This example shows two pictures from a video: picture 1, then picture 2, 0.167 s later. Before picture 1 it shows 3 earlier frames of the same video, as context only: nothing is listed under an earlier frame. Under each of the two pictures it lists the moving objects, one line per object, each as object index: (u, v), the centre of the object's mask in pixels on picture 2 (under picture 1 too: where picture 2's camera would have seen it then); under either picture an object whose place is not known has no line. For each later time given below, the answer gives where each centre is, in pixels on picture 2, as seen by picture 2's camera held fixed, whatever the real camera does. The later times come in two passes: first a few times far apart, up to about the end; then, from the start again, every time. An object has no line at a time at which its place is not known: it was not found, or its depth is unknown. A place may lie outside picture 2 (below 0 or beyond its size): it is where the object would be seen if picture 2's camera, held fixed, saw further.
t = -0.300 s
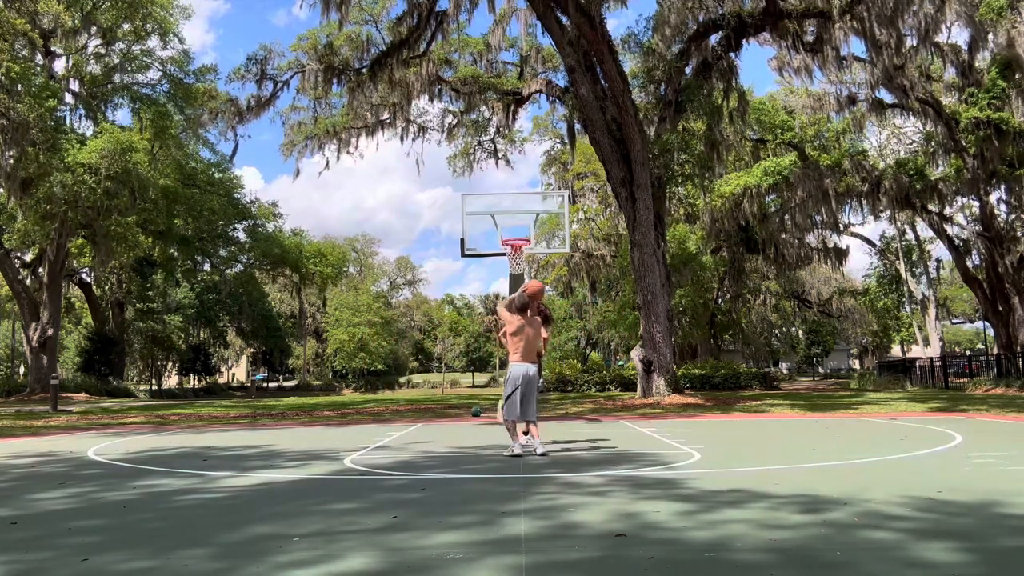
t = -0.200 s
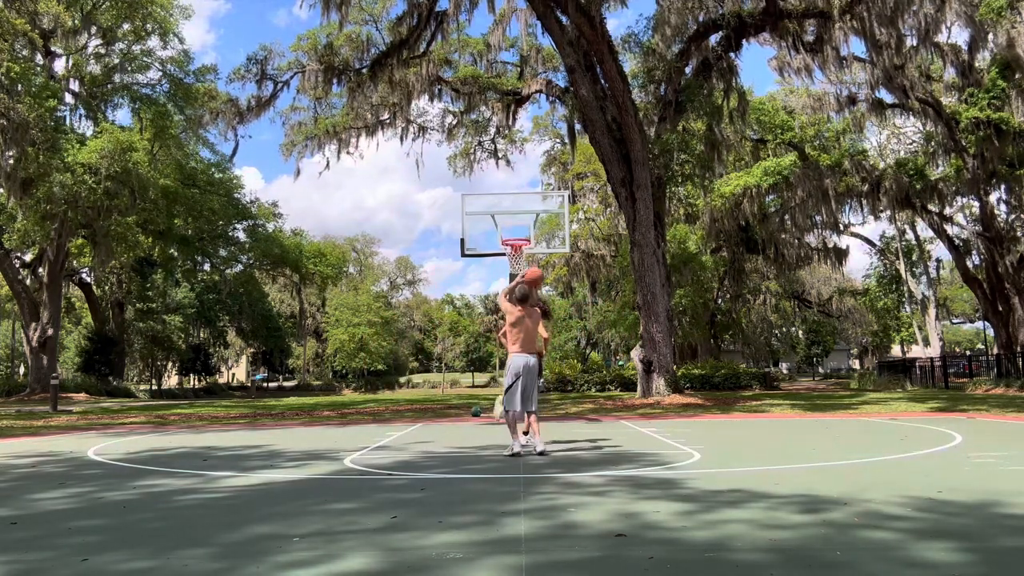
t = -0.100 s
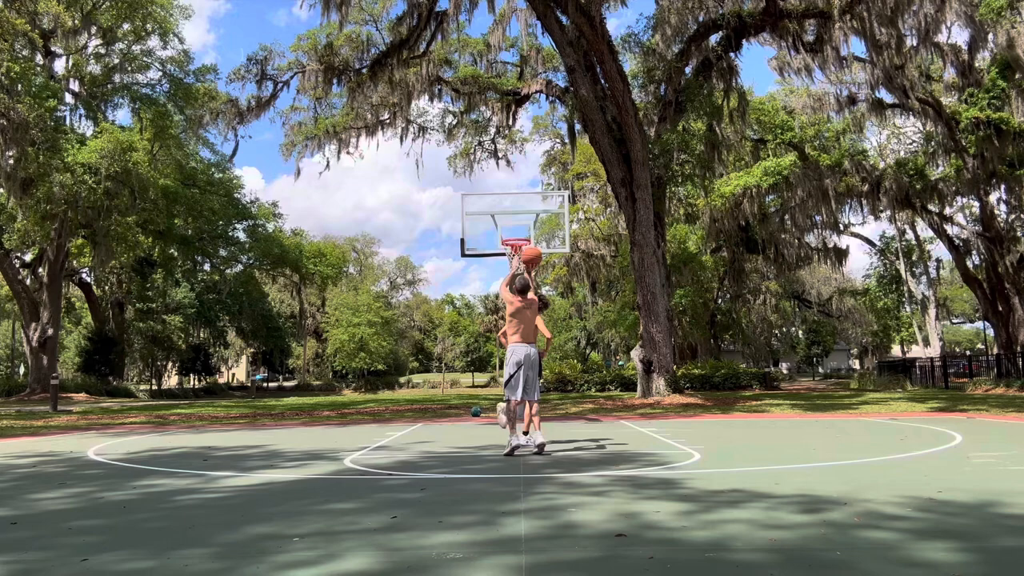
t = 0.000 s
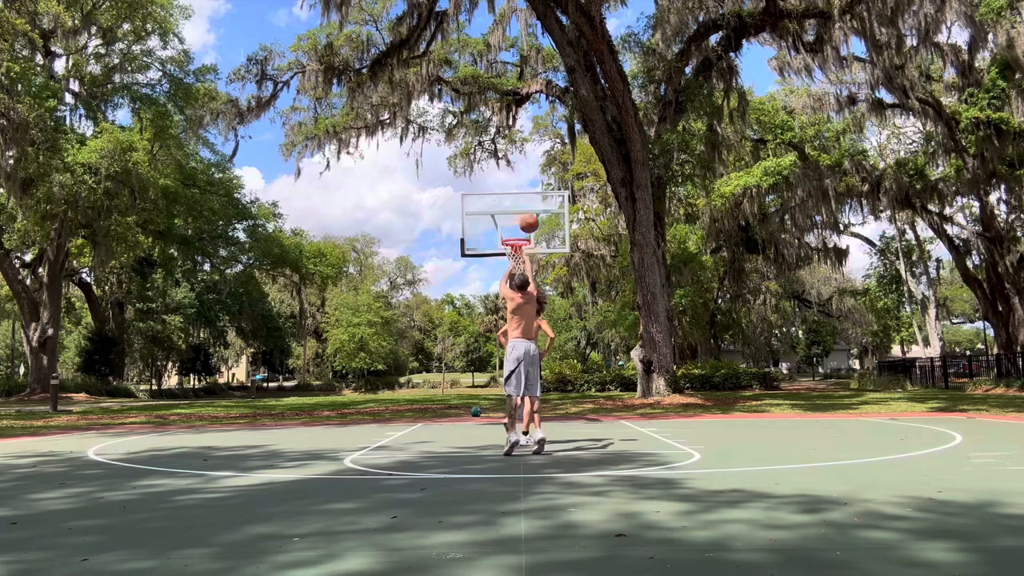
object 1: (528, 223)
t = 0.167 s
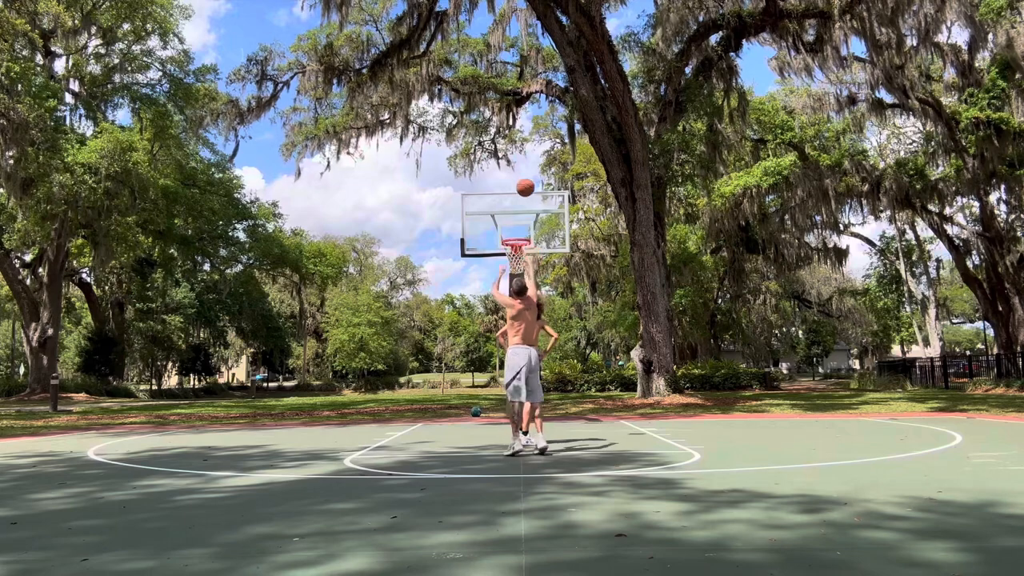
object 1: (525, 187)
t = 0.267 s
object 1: (523, 177)
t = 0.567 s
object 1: (519, 188)
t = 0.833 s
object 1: (518, 237)
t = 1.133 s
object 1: (492, 201)
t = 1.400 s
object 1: (467, 212)
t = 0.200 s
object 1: (524, 183)
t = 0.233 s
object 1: (524, 180)
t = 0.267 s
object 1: (523, 177)
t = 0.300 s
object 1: (523, 176)
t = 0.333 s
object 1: (522, 175)
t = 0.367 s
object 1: (522, 175)
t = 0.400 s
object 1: (522, 176)
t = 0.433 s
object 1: (521, 177)
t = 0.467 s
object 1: (520, 179)
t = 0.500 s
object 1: (520, 181)
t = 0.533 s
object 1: (519, 185)
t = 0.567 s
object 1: (519, 188)
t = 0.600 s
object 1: (519, 193)
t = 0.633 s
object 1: (519, 198)
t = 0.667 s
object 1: (518, 204)
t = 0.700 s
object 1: (518, 210)
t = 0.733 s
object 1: (518, 217)
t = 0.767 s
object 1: (518, 223)
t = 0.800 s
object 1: (518, 230)
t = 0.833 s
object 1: (518, 237)
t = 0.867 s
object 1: (515, 233)
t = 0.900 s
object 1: (513, 228)
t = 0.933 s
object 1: (510, 222)
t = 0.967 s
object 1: (507, 217)
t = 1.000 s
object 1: (504, 213)
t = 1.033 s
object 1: (501, 209)
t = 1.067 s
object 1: (499, 206)
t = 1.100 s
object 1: (495, 203)
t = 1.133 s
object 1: (492, 201)
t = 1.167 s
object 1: (489, 200)
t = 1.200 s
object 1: (486, 199)
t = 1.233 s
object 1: (483, 199)
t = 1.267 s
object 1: (480, 200)
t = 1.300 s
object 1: (477, 202)
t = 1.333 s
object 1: (474, 204)
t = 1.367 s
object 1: (471, 207)
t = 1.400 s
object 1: (467, 212)
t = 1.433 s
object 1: (464, 216)
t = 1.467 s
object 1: (460, 221)
